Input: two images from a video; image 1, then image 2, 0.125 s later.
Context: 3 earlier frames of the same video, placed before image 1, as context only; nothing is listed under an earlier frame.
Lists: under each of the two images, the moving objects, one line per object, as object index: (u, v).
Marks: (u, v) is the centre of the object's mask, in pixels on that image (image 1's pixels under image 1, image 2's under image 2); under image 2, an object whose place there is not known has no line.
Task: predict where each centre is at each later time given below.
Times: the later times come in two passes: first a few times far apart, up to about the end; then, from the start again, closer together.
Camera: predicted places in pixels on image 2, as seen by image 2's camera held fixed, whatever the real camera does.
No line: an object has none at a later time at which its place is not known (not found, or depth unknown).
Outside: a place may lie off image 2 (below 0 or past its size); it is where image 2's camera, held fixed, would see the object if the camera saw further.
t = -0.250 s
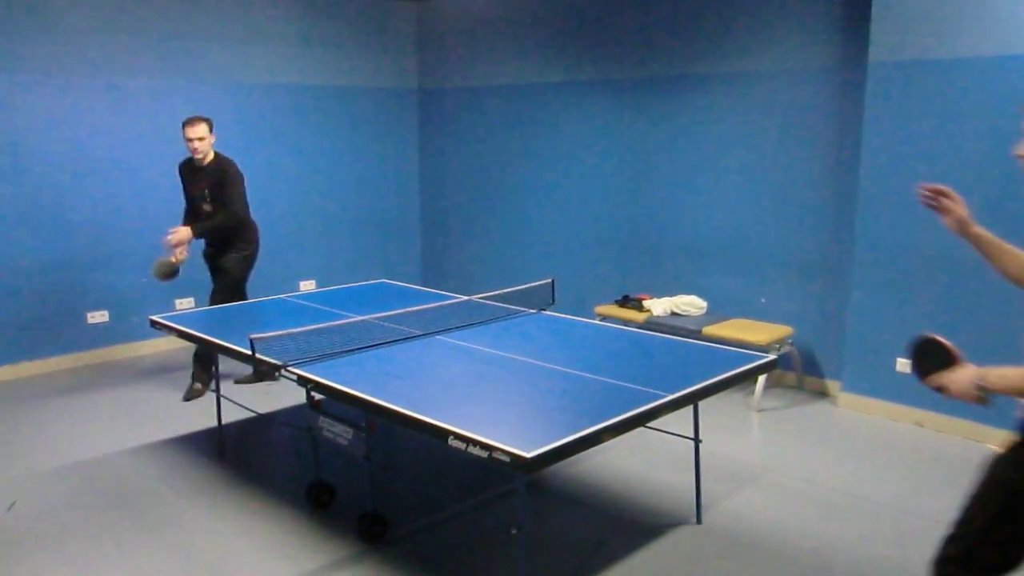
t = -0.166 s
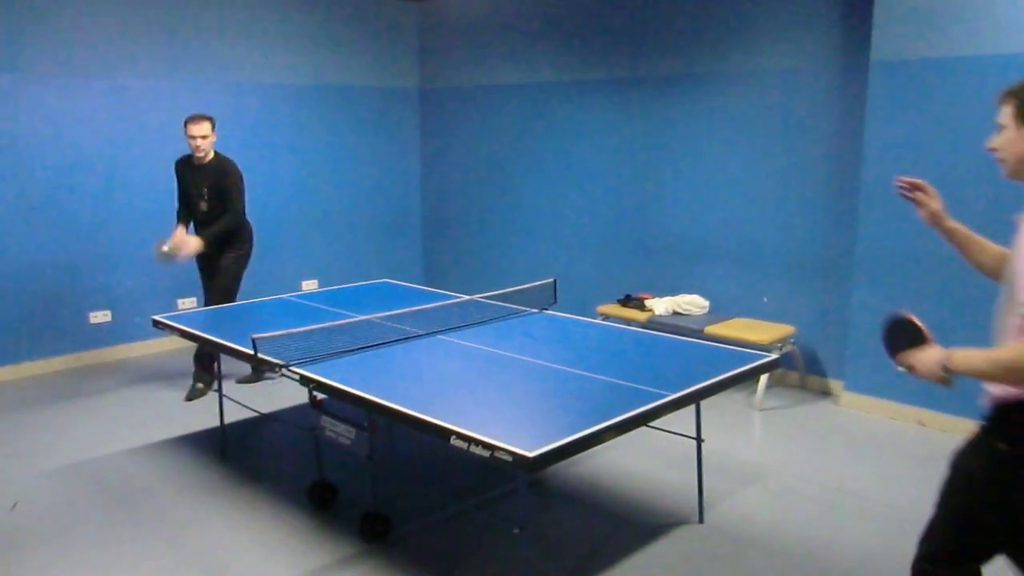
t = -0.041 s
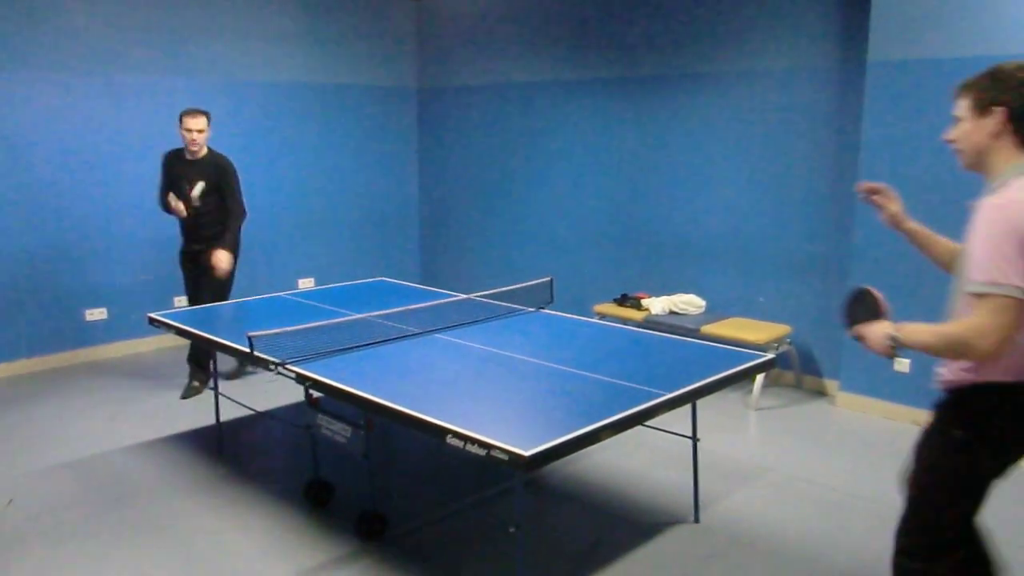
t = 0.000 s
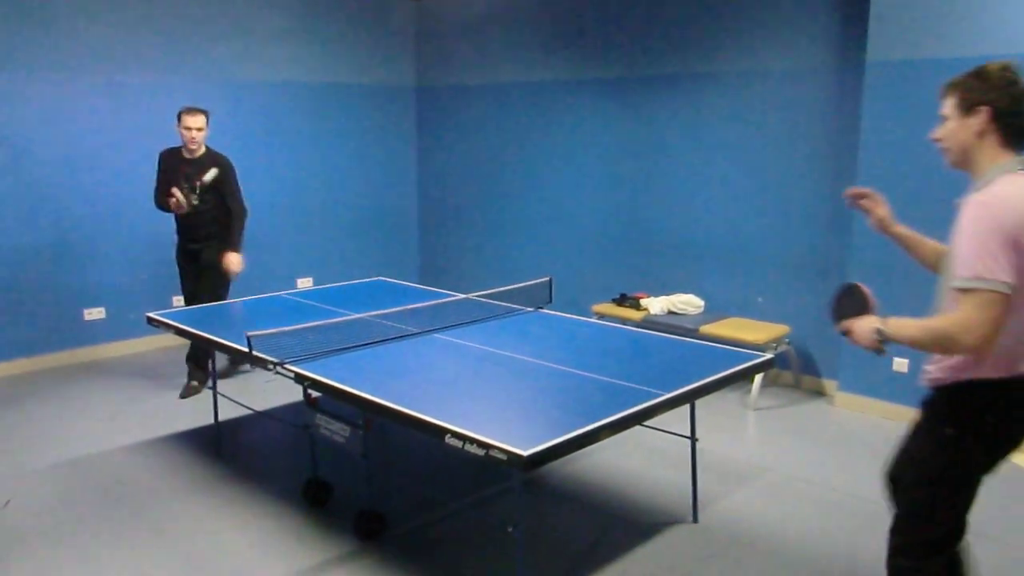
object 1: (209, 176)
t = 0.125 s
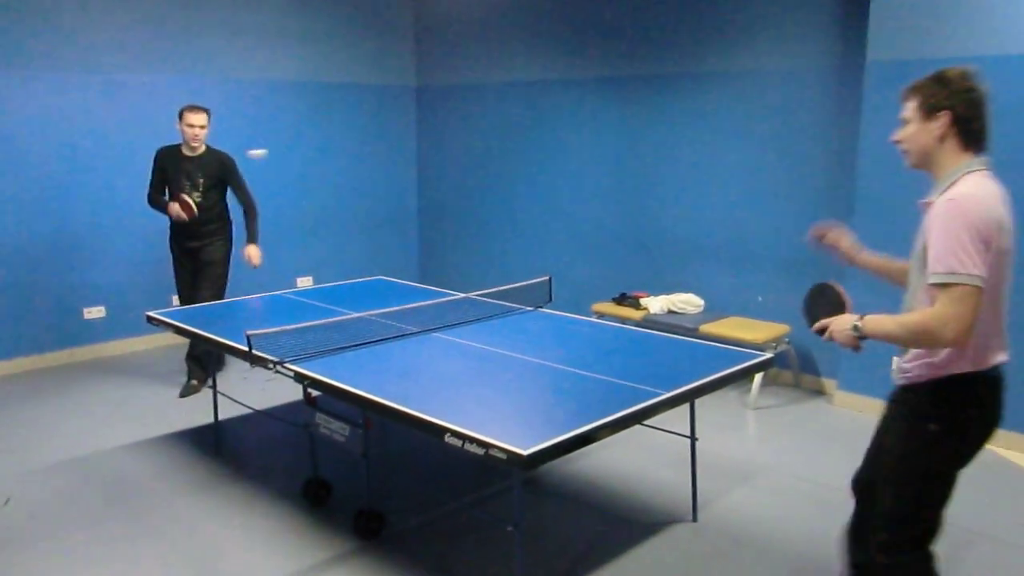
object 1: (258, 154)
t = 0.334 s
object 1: (356, 206)
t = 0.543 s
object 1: (475, 391)
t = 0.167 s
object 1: (275, 155)
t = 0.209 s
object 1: (293, 160)
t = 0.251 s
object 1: (314, 170)
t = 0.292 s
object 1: (334, 185)
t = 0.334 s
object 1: (356, 206)
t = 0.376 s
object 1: (379, 232)
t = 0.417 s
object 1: (403, 264)
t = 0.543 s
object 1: (475, 391)
